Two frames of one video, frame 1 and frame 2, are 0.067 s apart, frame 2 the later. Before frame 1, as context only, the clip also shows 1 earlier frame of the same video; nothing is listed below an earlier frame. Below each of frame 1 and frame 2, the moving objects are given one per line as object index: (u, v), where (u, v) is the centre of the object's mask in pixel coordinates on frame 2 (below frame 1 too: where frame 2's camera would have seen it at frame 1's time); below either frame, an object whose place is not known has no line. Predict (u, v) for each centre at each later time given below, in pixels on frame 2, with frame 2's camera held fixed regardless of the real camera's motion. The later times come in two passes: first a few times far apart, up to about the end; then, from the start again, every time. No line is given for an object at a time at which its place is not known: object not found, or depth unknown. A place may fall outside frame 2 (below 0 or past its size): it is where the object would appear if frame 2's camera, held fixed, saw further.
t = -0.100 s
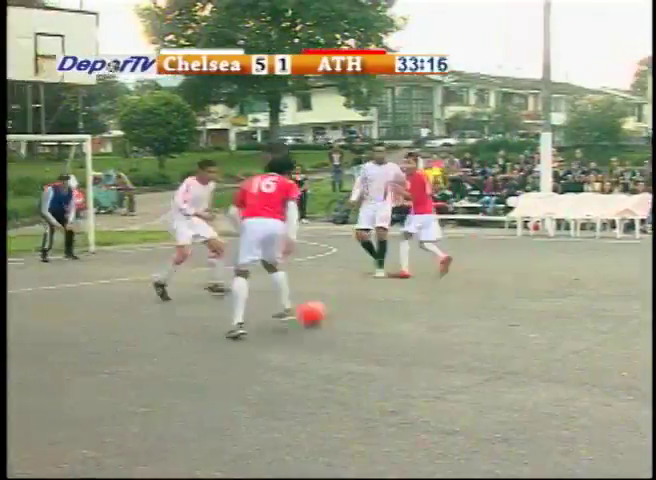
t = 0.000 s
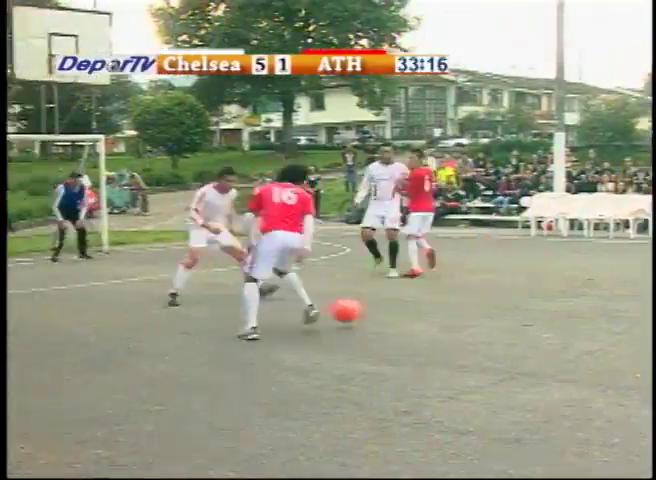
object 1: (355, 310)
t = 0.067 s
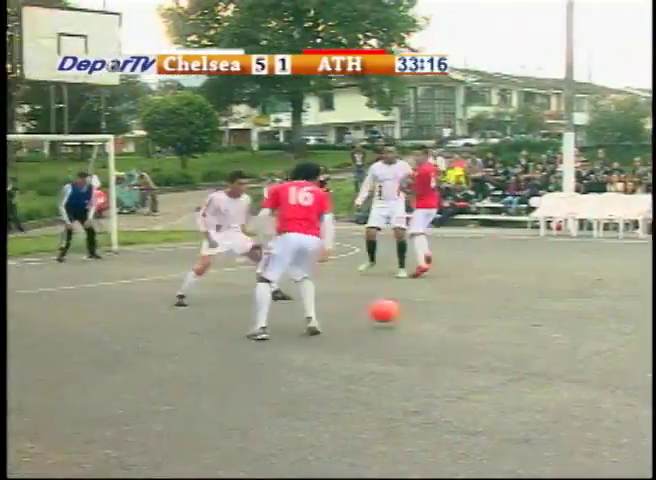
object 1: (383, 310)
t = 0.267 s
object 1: (449, 314)
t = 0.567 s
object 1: (510, 316)
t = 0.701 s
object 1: (537, 316)
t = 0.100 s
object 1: (397, 312)
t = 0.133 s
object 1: (412, 315)
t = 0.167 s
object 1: (421, 313)
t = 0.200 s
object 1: (430, 312)
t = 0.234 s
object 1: (439, 312)
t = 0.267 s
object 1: (449, 314)
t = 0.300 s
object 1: (456, 315)
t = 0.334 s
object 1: (463, 315)
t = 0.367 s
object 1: (470, 315)
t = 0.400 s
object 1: (476, 315)
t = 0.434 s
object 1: (483, 315)
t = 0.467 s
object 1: (490, 315)
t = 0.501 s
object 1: (496, 315)
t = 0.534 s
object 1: (503, 316)
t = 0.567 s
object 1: (510, 316)
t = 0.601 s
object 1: (517, 316)
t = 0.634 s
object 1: (523, 316)
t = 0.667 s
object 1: (530, 316)
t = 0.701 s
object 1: (537, 316)
